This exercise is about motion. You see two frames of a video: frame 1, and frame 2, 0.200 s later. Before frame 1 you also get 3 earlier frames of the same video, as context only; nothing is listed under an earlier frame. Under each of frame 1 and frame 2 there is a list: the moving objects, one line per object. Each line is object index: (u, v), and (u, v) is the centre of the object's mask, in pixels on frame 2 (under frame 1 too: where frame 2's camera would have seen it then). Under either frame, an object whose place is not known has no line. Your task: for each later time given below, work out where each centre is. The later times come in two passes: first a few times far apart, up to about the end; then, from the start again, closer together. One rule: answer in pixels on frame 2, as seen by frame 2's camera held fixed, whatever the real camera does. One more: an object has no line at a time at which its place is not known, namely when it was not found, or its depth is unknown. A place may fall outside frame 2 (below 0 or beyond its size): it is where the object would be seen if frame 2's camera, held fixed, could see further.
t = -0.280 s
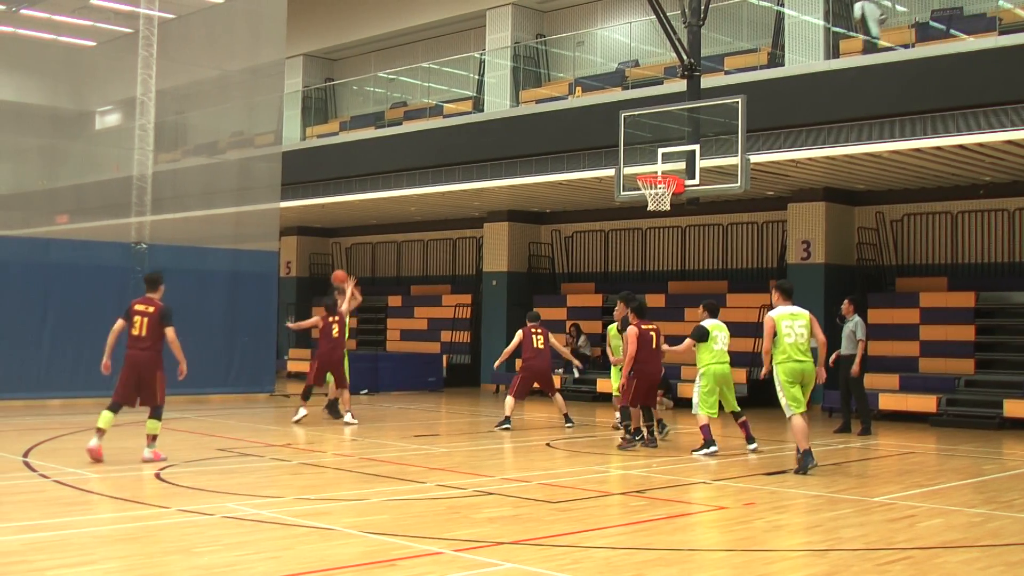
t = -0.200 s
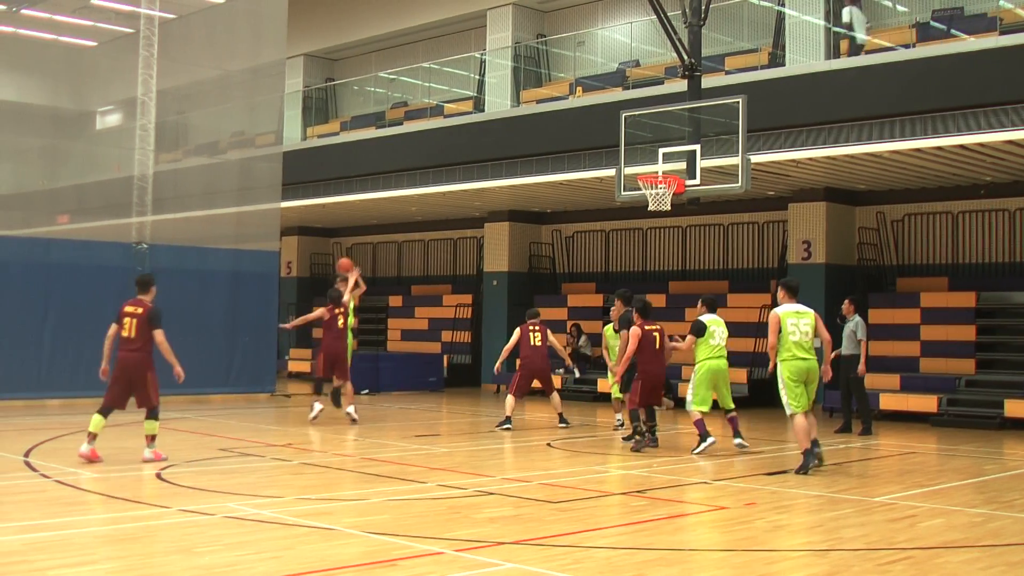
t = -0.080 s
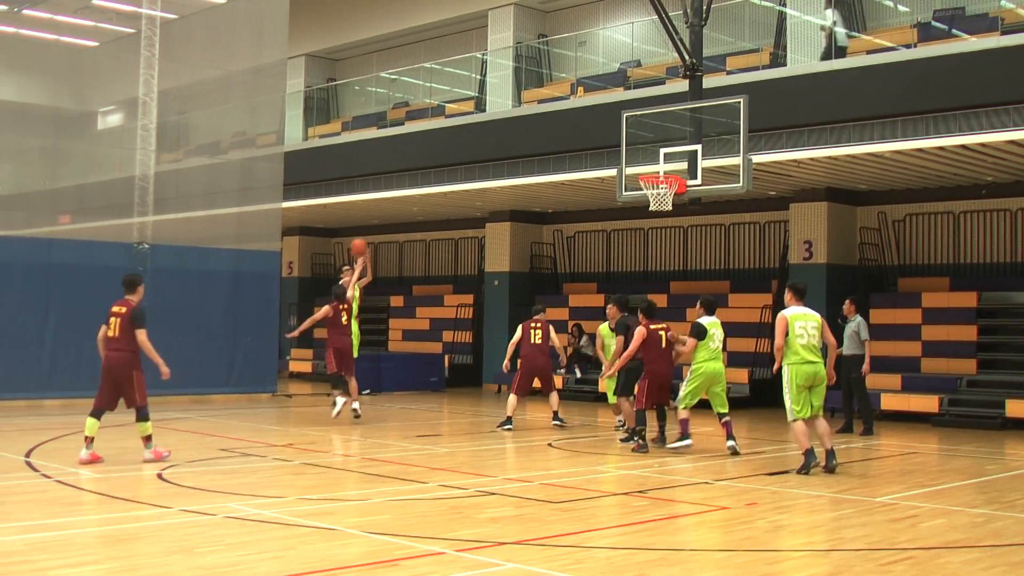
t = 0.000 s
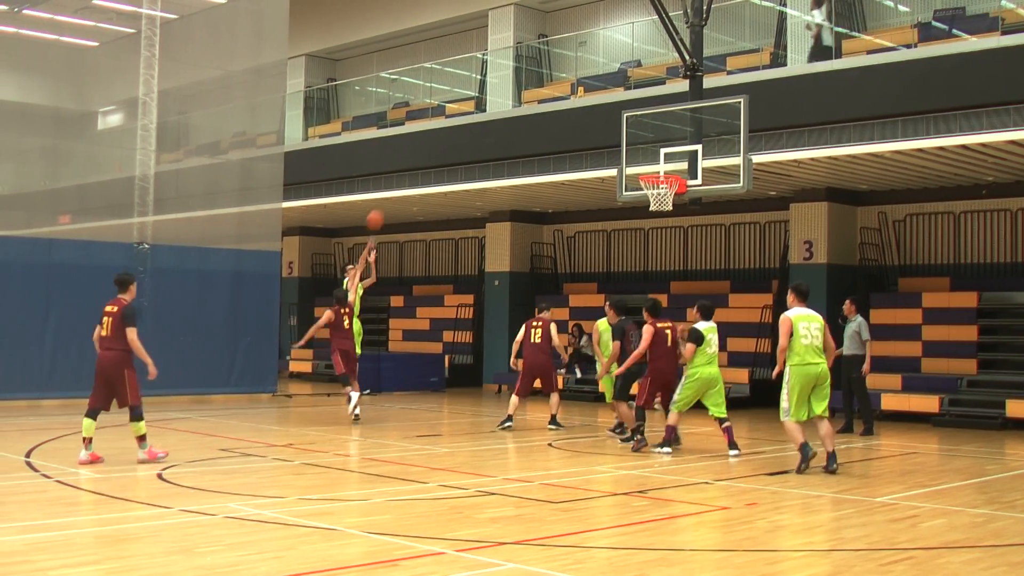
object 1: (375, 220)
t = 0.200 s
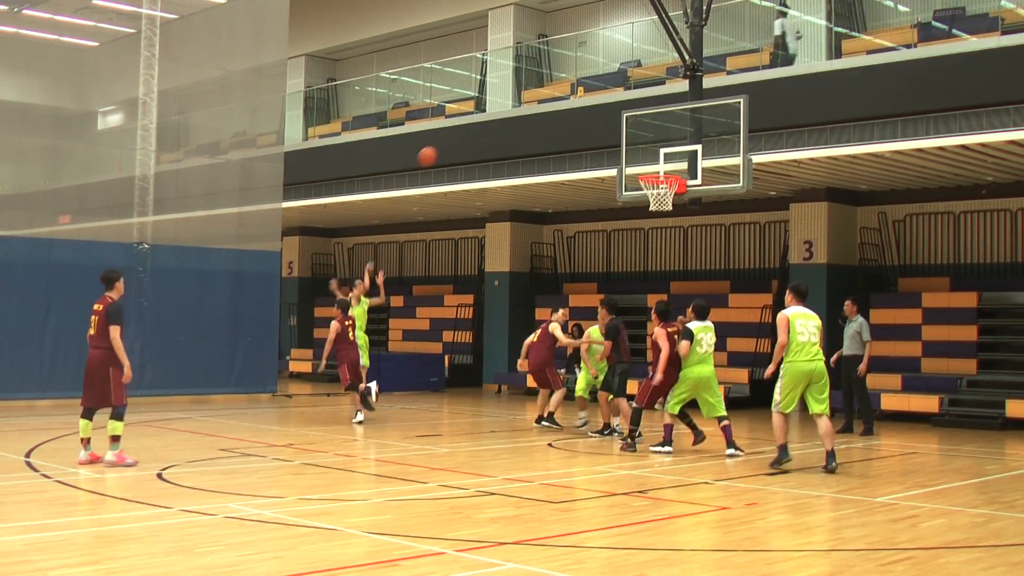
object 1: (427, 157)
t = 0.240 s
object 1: (439, 146)
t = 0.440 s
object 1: (494, 113)
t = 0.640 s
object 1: (554, 108)
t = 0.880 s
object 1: (631, 142)
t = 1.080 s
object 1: (670, 154)
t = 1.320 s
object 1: (665, 147)
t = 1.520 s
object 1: (644, 166)
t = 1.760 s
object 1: (656, 163)
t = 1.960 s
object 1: (663, 168)
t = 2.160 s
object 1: (665, 196)
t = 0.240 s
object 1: (439, 146)
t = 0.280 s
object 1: (449, 137)
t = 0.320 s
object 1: (460, 130)
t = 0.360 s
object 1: (471, 124)
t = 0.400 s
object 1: (483, 118)
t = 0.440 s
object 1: (494, 113)
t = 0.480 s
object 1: (506, 110)
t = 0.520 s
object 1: (518, 108)
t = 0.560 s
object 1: (529, 106)
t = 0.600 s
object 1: (541, 106)
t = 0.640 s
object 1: (554, 108)
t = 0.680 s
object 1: (567, 110)
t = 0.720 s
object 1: (579, 114)
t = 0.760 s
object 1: (591, 119)
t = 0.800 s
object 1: (604, 125)
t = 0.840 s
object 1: (616, 133)
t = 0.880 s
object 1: (631, 142)
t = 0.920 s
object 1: (644, 152)
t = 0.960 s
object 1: (657, 164)
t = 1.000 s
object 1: (664, 163)
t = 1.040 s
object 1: (667, 158)
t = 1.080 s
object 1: (670, 154)
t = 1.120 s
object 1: (674, 150)
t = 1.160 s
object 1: (677, 148)
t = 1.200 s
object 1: (679, 148)
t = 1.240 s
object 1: (675, 146)
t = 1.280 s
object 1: (670, 146)
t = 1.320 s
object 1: (665, 147)
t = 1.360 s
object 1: (660, 149)
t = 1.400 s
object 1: (655, 153)
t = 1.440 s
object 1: (650, 158)
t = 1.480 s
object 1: (645, 164)
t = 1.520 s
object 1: (644, 166)
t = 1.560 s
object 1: (646, 163)
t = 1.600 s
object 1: (648, 160)
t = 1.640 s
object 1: (650, 158)
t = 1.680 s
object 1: (652, 159)
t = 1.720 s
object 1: (654, 160)
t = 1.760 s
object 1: (656, 163)
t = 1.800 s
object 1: (659, 166)
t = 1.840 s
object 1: (660, 166)
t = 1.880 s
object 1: (661, 166)
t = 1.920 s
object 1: (662, 166)
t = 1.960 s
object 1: (663, 168)
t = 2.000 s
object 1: (664, 169)
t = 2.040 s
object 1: (665, 172)
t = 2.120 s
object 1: (666, 188)
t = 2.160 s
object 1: (665, 196)
